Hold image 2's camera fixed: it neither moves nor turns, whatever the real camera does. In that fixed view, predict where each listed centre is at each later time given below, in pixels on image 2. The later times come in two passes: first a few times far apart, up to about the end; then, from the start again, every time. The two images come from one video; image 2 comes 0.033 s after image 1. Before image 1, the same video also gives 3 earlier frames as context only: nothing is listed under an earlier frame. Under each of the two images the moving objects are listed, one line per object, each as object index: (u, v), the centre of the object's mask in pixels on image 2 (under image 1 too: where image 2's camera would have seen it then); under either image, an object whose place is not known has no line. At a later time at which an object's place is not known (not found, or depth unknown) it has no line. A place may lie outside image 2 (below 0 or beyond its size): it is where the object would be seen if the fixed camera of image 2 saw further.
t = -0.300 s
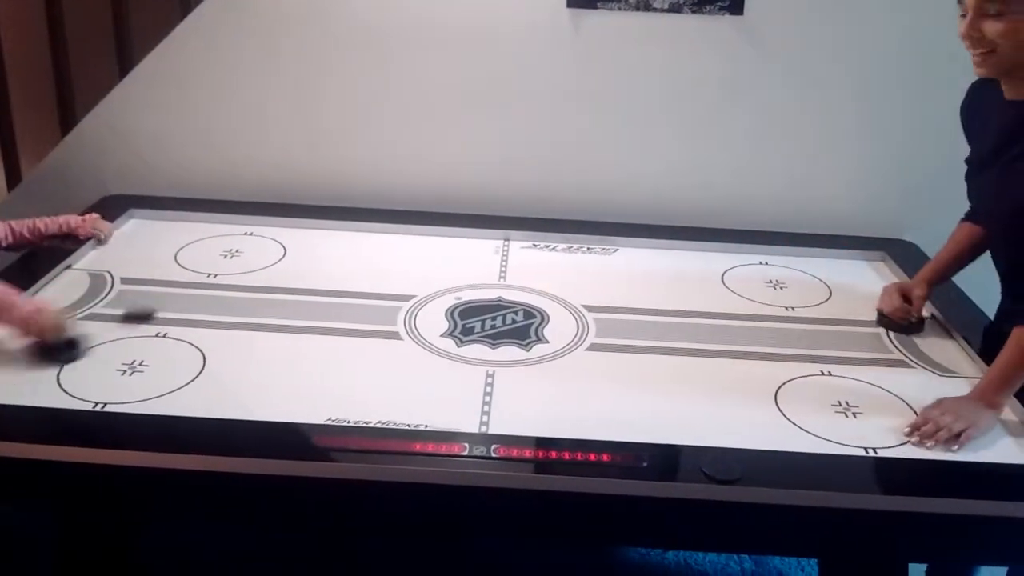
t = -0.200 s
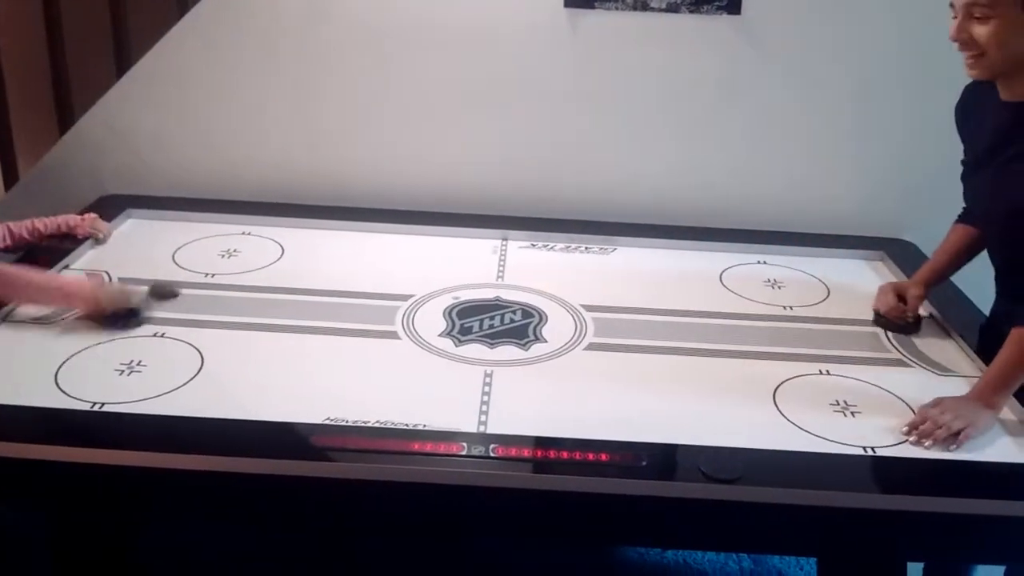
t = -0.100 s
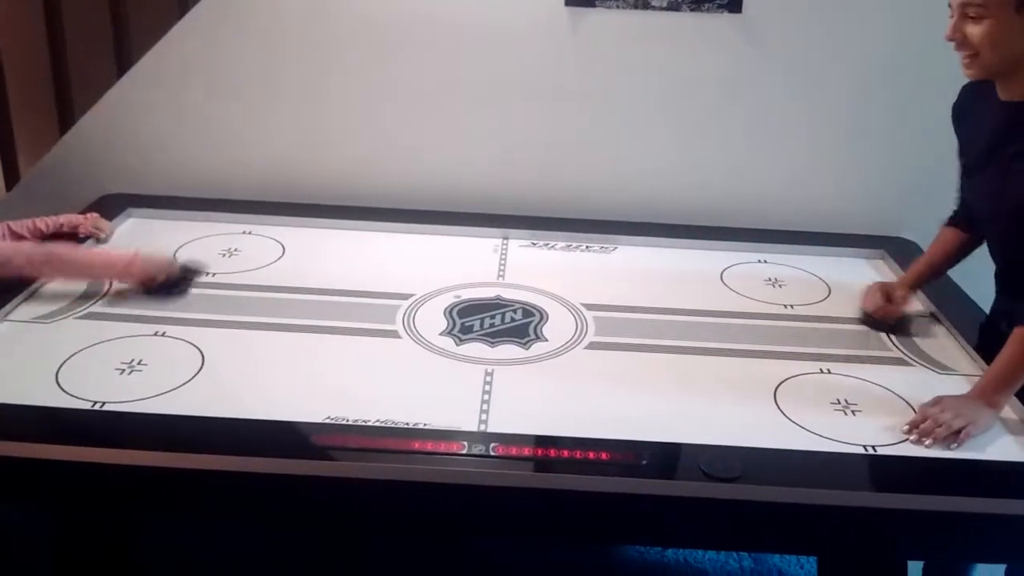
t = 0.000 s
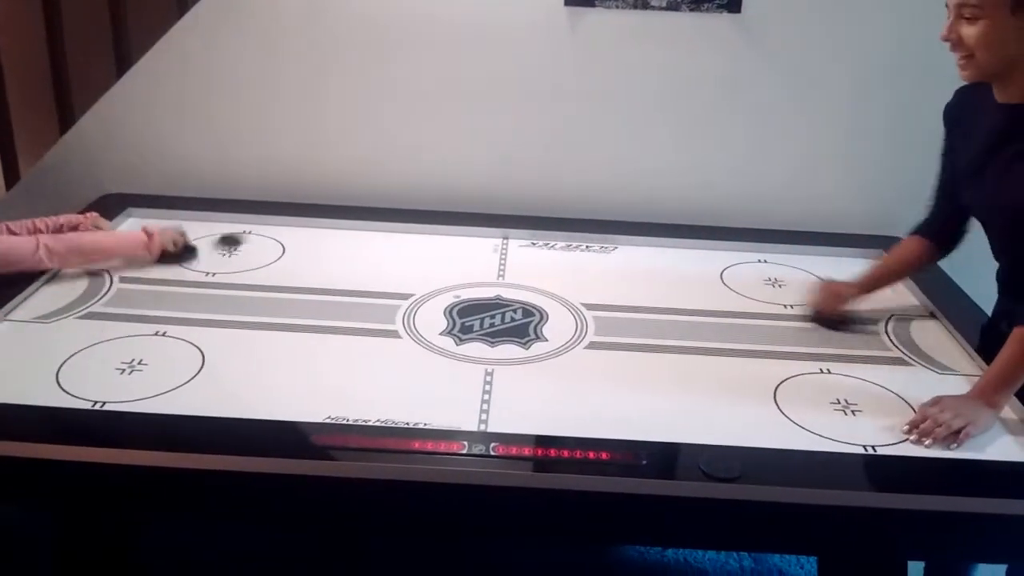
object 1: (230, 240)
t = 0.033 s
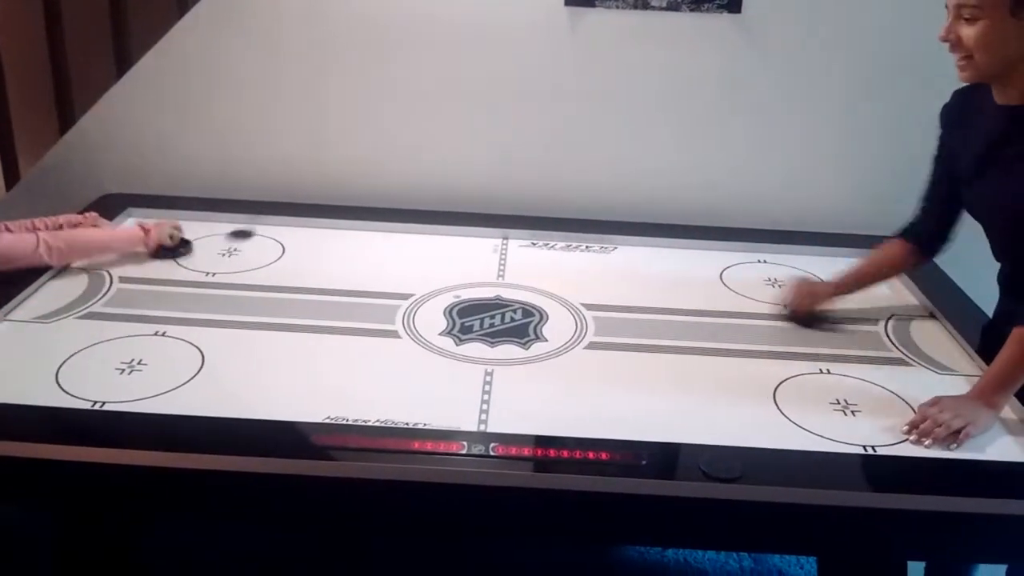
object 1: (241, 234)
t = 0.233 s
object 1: (229, 259)
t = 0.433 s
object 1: (201, 303)
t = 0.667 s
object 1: (162, 368)
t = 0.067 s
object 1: (250, 227)
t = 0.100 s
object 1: (246, 233)
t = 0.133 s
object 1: (241, 240)
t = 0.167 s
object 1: (237, 246)
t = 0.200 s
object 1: (233, 253)
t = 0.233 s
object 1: (229, 259)
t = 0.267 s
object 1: (225, 266)
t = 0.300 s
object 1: (221, 273)
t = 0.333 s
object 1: (216, 280)
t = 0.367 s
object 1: (211, 287)
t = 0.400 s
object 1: (206, 296)
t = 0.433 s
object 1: (201, 303)
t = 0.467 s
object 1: (197, 311)
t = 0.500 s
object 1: (191, 320)
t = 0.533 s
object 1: (186, 329)
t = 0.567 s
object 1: (180, 338)
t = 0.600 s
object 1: (174, 348)
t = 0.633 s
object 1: (169, 358)
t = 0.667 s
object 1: (162, 368)
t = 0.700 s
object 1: (156, 379)
